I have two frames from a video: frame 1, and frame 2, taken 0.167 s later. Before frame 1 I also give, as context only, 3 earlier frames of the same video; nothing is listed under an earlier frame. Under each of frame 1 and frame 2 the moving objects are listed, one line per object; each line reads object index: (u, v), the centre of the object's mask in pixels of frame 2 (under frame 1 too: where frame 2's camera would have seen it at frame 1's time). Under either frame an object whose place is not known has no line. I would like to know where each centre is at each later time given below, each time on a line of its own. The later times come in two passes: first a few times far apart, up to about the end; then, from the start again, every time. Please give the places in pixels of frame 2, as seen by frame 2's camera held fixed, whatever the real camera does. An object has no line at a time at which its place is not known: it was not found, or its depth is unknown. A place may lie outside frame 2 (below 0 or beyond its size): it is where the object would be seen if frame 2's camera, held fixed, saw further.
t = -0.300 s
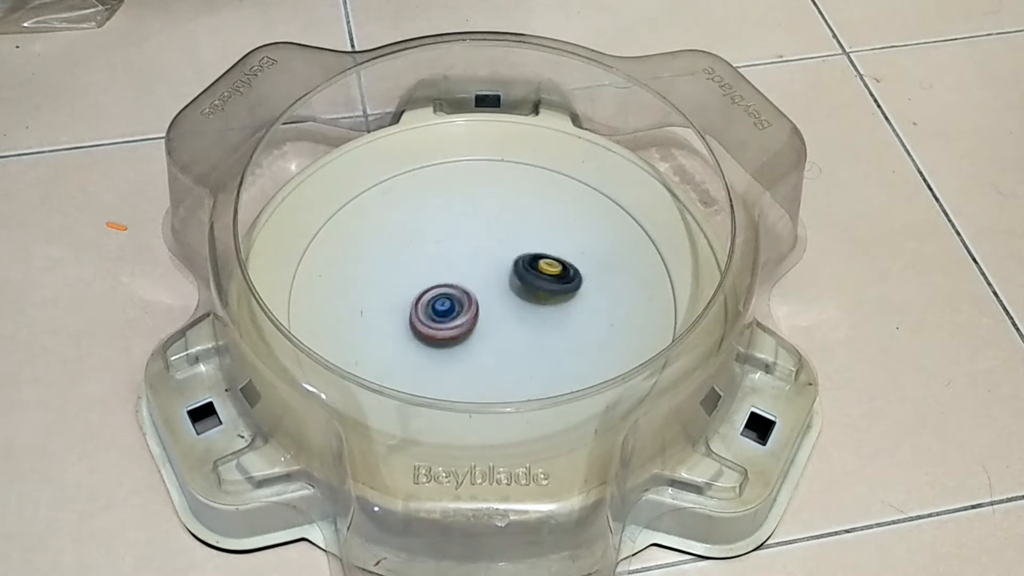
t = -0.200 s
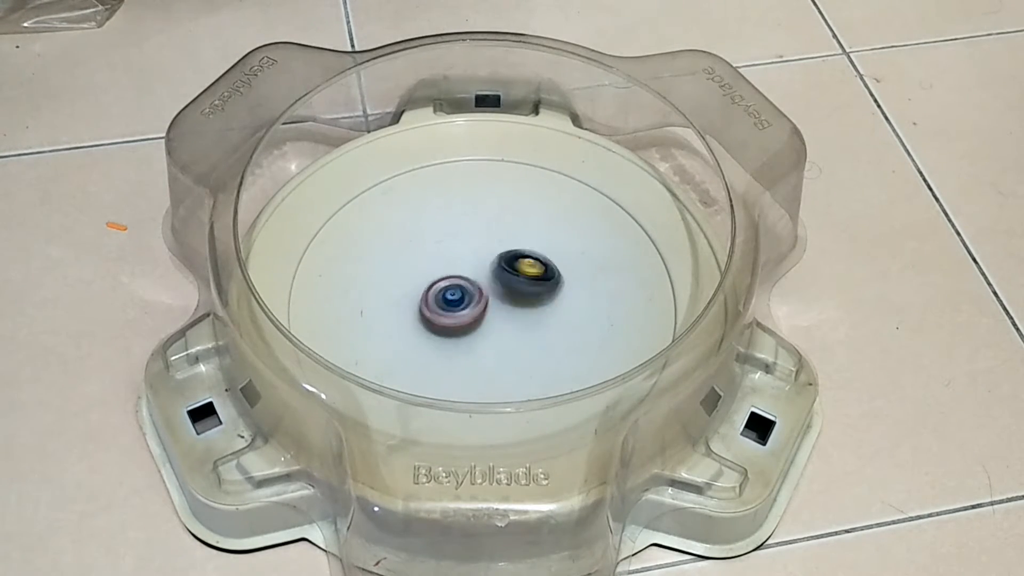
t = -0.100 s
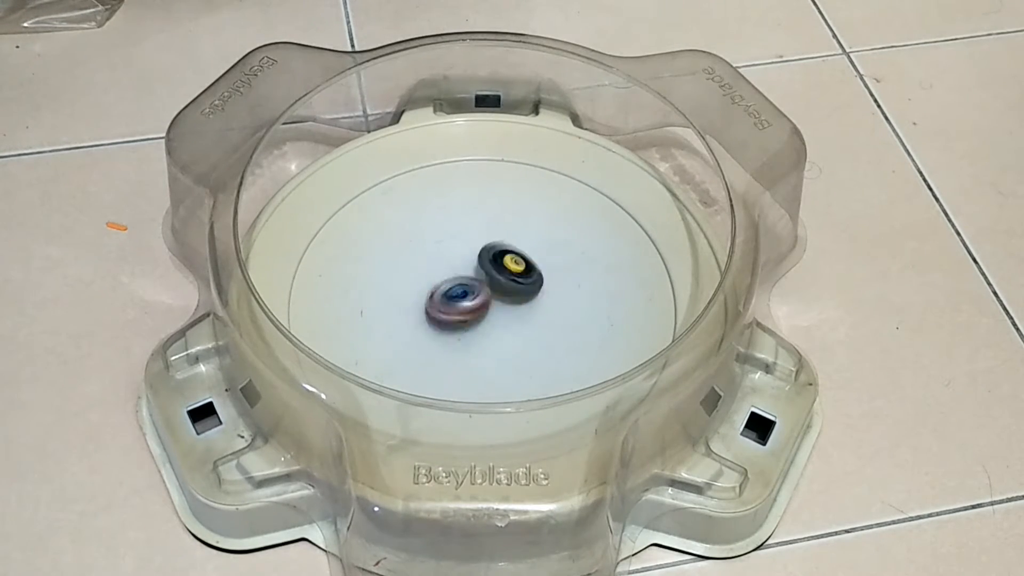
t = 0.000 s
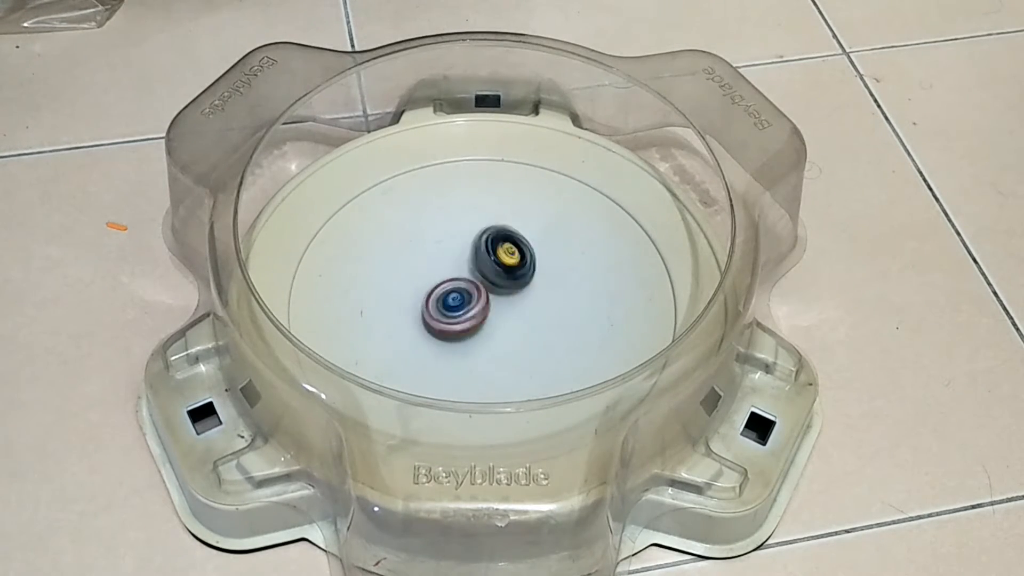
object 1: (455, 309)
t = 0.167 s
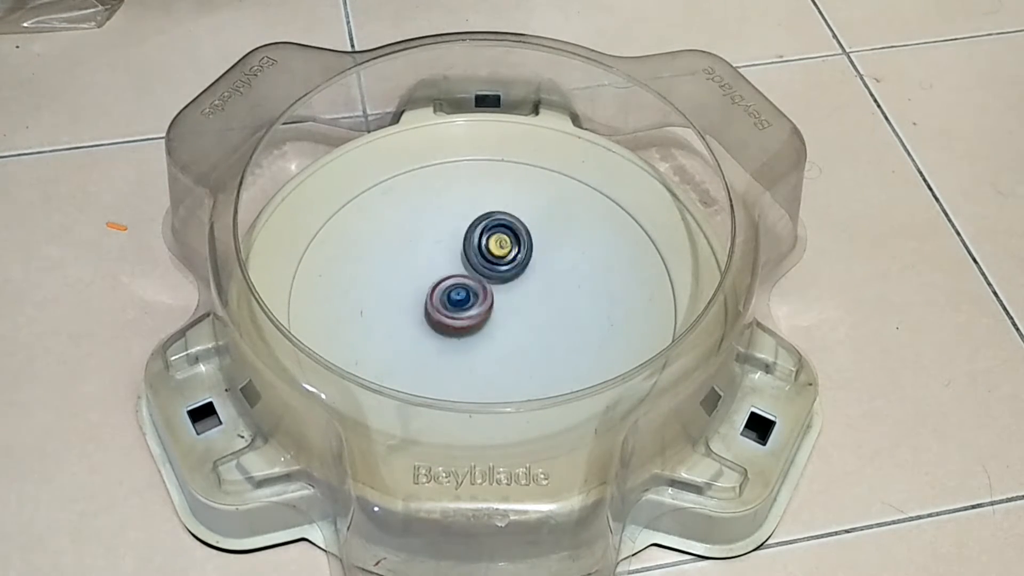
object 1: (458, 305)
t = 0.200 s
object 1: (460, 305)
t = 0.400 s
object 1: (461, 312)
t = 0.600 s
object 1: (466, 326)
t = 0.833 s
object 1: (488, 333)
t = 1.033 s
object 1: (490, 323)
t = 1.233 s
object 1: (482, 325)
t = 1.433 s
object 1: (479, 331)
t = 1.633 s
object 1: (492, 330)
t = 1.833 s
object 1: (483, 322)
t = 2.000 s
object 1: (470, 321)
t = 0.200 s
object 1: (460, 305)
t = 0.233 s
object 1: (461, 303)
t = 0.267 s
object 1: (460, 302)
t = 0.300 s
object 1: (461, 304)
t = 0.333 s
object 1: (464, 305)
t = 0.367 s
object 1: (463, 309)
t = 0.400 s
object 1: (461, 312)
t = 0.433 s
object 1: (461, 316)
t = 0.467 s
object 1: (461, 318)
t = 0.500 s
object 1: (462, 321)
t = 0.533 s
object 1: (462, 322)
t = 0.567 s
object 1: (463, 324)
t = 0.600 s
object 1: (466, 326)
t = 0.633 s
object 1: (470, 328)
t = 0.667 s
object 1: (474, 330)
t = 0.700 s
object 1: (475, 332)
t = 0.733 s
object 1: (478, 332)
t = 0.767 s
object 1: (481, 334)
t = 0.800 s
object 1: (485, 333)
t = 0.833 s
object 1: (488, 333)
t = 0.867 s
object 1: (489, 332)
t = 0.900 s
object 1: (490, 331)
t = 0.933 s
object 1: (491, 330)
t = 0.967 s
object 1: (492, 328)
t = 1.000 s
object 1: (492, 325)
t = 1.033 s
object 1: (490, 323)
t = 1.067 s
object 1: (487, 323)
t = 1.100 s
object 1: (487, 323)
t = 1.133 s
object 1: (486, 324)
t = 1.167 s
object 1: (485, 324)
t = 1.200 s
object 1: (484, 324)
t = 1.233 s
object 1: (482, 325)
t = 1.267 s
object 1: (480, 326)
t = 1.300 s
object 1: (479, 327)
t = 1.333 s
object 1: (478, 329)
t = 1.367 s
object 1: (477, 329)
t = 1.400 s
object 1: (477, 330)
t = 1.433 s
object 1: (479, 331)
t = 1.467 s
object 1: (482, 332)
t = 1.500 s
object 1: (484, 333)
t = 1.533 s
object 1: (486, 333)
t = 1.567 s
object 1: (488, 333)
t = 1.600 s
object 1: (491, 332)
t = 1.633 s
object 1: (492, 330)
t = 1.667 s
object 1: (493, 328)
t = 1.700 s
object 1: (490, 327)
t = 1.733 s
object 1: (487, 326)
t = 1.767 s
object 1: (486, 324)
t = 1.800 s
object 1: (485, 323)
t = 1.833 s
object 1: (483, 322)
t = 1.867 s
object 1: (479, 323)
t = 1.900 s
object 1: (477, 322)
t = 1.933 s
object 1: (475, 321)
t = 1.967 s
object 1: (472, 321)
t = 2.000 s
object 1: (470, 321)
